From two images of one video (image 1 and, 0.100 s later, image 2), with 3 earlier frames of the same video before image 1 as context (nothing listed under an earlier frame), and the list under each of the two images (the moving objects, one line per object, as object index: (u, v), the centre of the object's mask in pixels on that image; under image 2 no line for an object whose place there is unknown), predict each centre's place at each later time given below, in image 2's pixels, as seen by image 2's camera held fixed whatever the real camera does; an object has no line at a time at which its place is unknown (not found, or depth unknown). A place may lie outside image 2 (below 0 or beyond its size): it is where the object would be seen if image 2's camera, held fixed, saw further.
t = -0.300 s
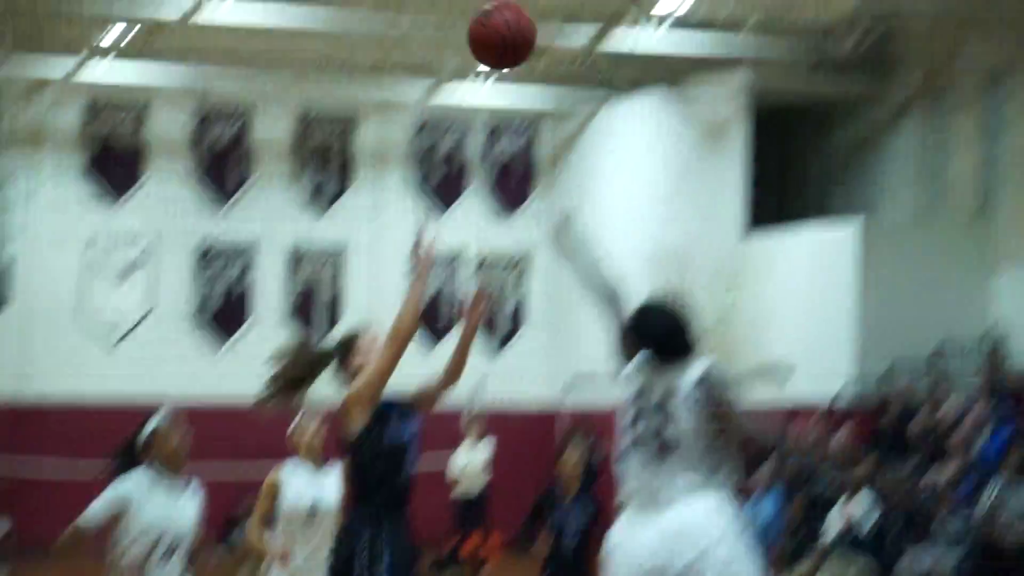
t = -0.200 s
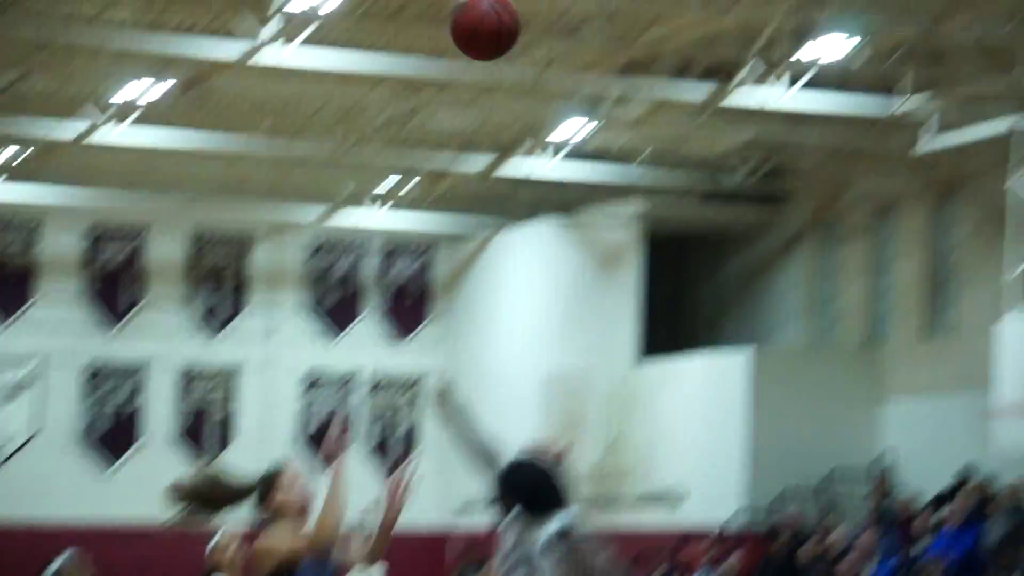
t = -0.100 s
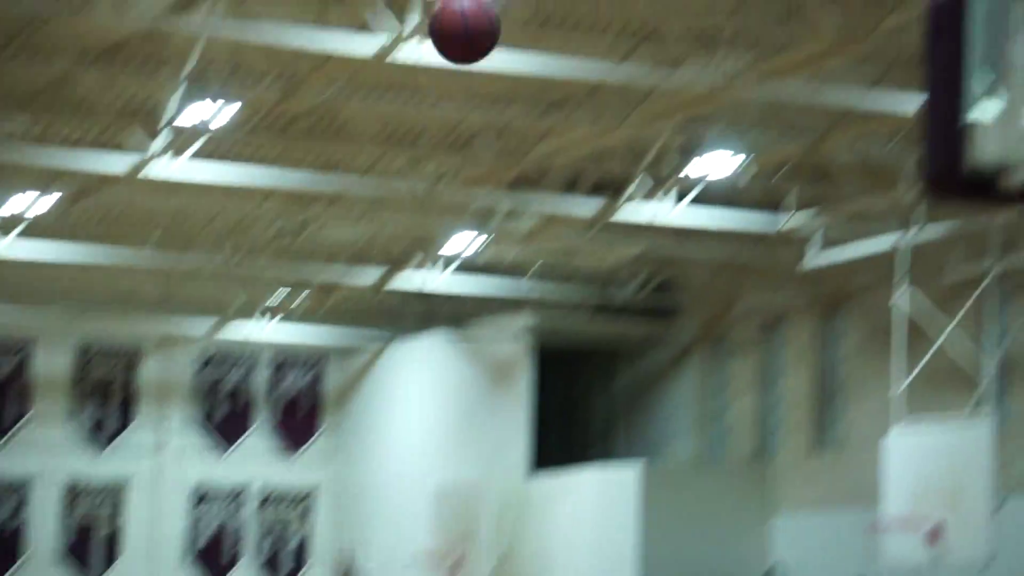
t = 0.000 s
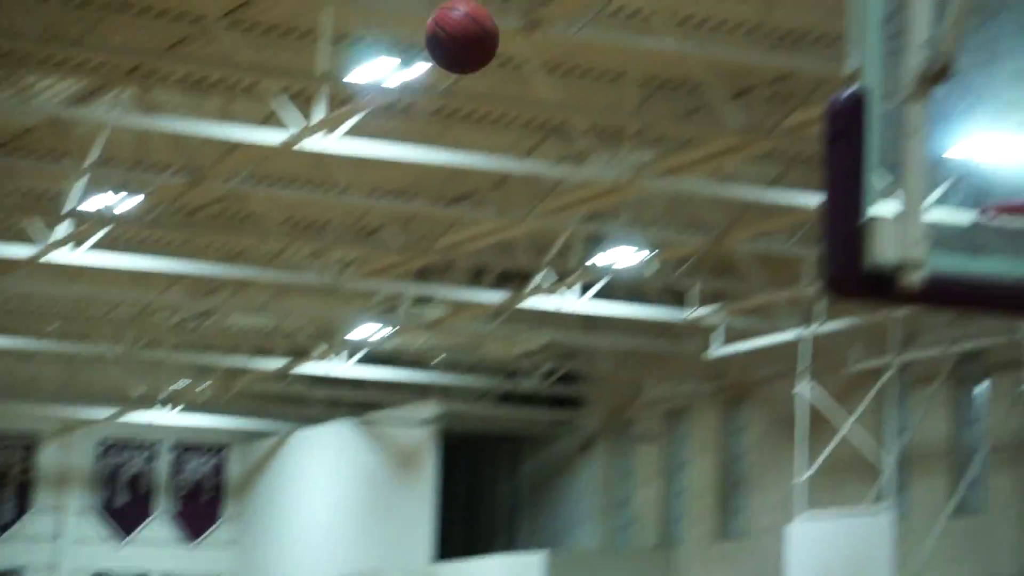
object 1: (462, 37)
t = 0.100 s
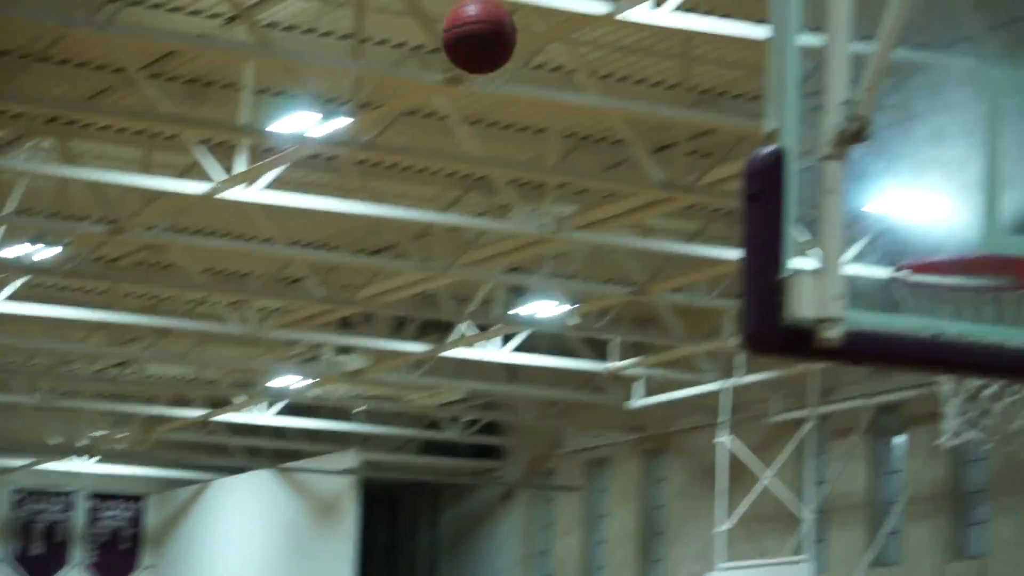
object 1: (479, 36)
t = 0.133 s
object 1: (511, 24)
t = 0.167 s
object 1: (544, 15)
